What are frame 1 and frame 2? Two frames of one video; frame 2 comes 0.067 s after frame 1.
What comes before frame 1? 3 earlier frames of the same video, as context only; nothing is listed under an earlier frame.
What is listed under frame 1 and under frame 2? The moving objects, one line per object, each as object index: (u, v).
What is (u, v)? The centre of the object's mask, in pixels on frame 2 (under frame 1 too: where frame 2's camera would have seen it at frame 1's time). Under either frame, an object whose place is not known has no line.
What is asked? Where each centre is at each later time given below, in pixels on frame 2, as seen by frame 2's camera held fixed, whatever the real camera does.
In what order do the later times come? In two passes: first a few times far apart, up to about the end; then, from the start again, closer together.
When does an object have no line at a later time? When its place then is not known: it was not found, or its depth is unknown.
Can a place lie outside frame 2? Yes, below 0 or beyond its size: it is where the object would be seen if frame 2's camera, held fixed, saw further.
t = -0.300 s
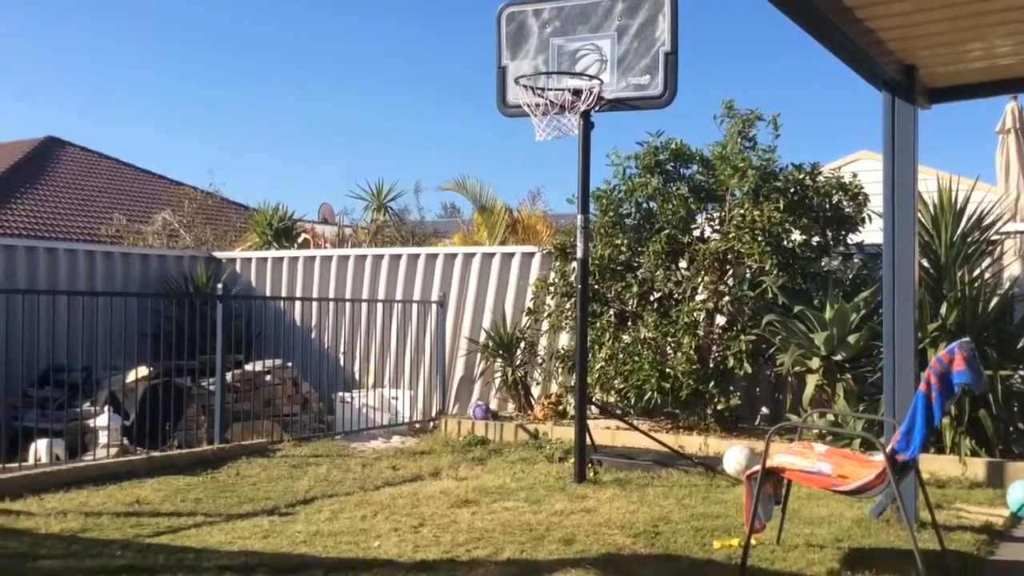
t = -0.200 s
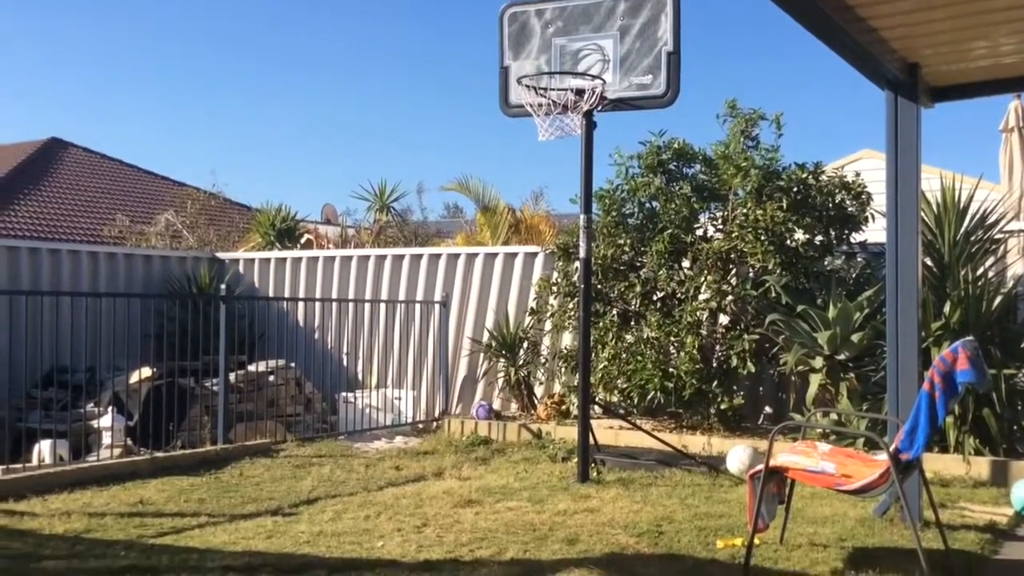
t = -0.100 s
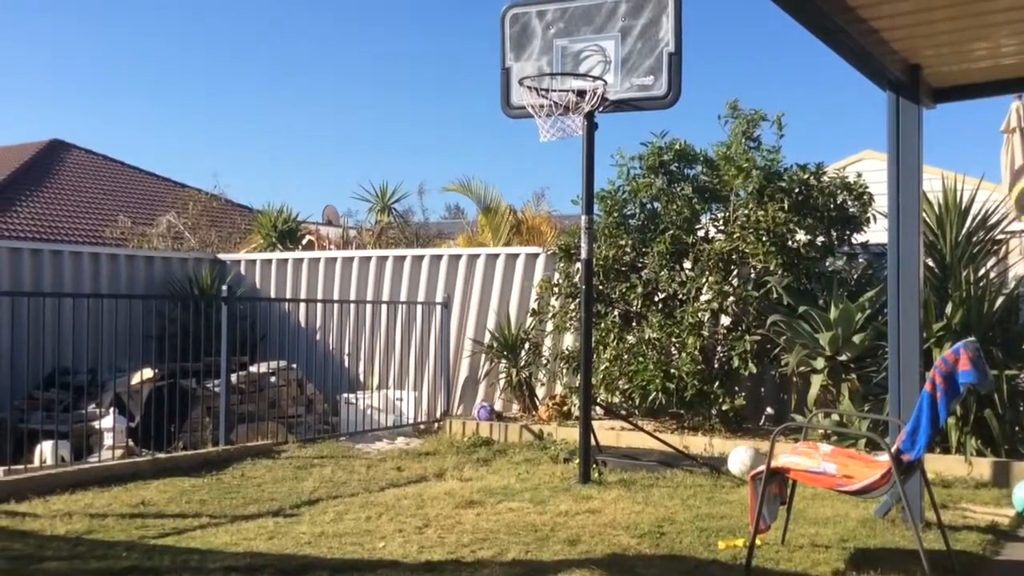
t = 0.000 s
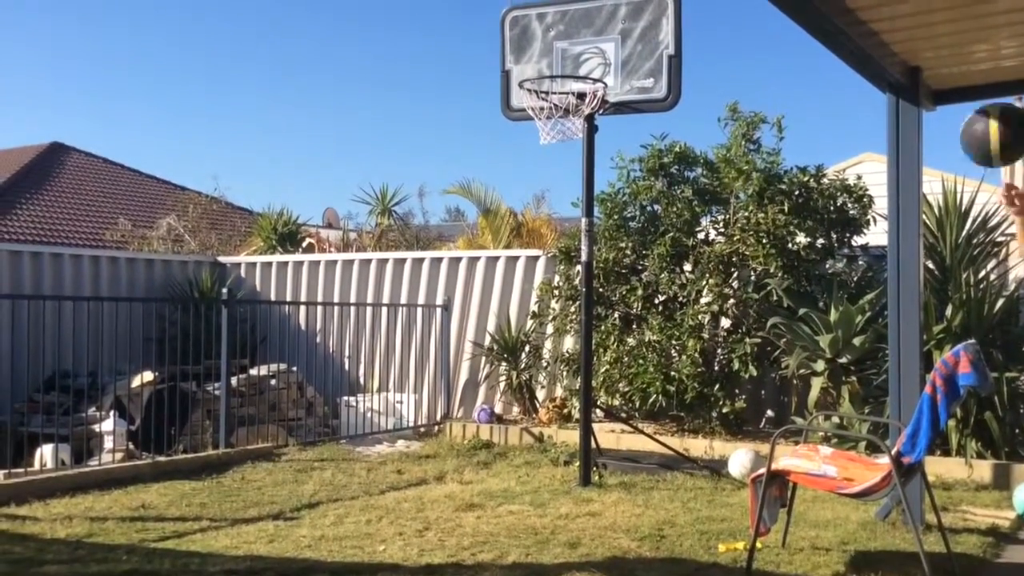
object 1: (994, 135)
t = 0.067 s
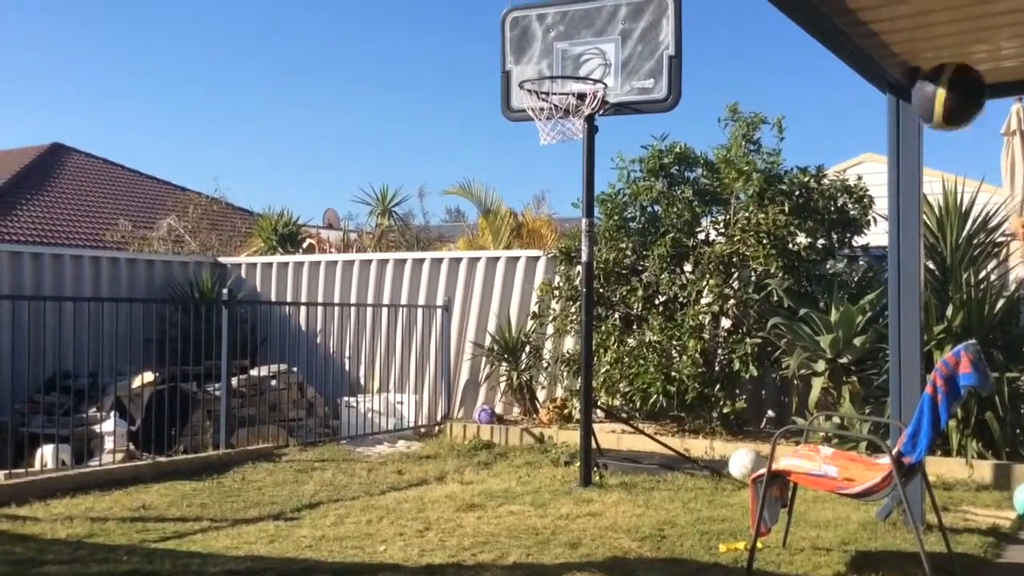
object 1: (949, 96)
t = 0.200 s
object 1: (839, 47)
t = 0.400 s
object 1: (636, 74)
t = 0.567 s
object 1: (409, 232)
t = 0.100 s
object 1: (923, 79)
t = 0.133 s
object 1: (897, 66)
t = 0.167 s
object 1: (871, 56)
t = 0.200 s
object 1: (839, 47)
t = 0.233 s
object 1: (809, 42)
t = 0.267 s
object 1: (778, 40)
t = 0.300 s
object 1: (745, 42)
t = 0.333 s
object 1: (710, 49)
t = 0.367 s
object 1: (674, 59)
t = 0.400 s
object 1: (636, 74)
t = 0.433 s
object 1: (595, 93)
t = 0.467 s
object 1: (552, 119)
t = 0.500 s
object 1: (507, 150)
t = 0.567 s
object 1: (409, 232)
